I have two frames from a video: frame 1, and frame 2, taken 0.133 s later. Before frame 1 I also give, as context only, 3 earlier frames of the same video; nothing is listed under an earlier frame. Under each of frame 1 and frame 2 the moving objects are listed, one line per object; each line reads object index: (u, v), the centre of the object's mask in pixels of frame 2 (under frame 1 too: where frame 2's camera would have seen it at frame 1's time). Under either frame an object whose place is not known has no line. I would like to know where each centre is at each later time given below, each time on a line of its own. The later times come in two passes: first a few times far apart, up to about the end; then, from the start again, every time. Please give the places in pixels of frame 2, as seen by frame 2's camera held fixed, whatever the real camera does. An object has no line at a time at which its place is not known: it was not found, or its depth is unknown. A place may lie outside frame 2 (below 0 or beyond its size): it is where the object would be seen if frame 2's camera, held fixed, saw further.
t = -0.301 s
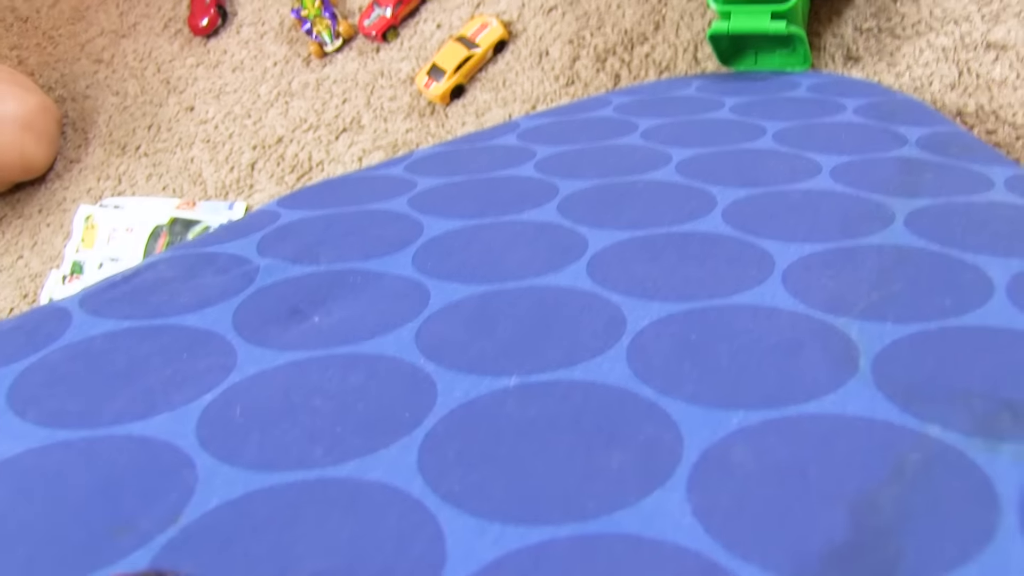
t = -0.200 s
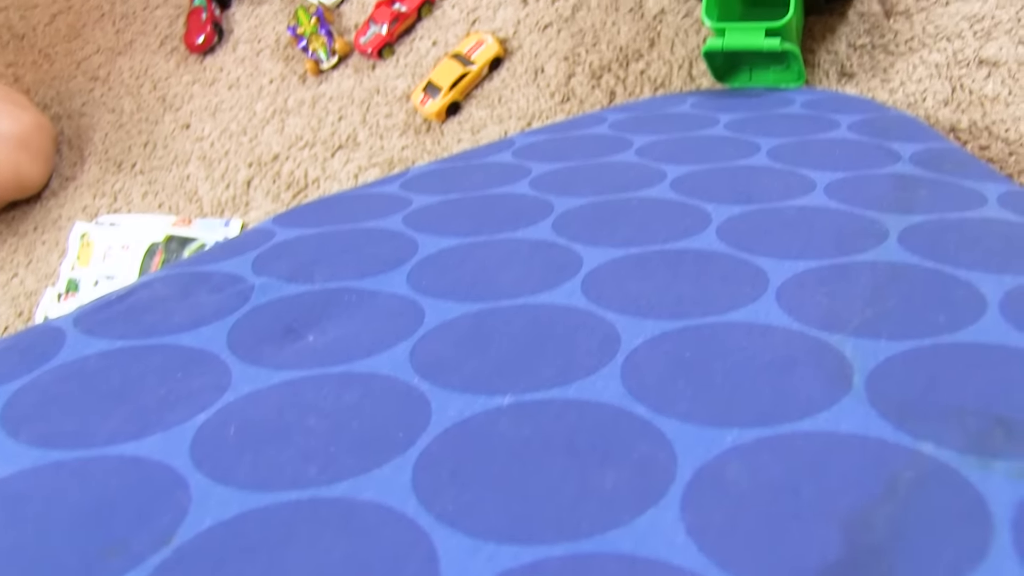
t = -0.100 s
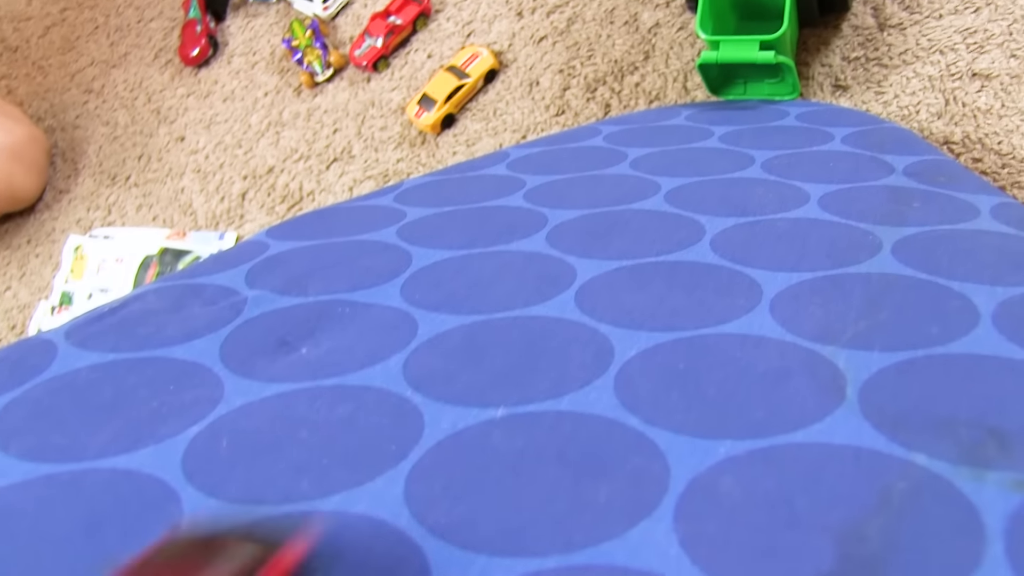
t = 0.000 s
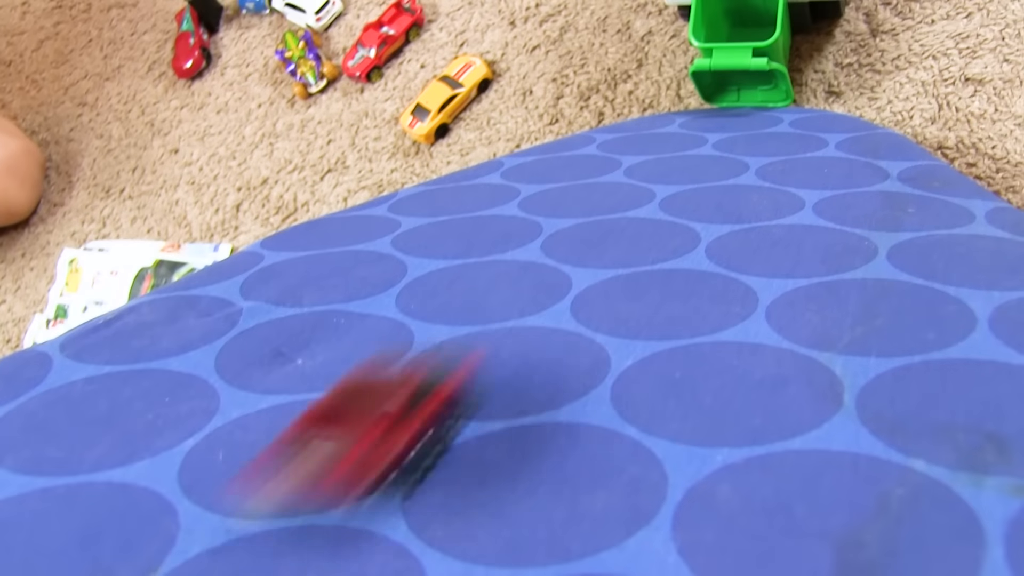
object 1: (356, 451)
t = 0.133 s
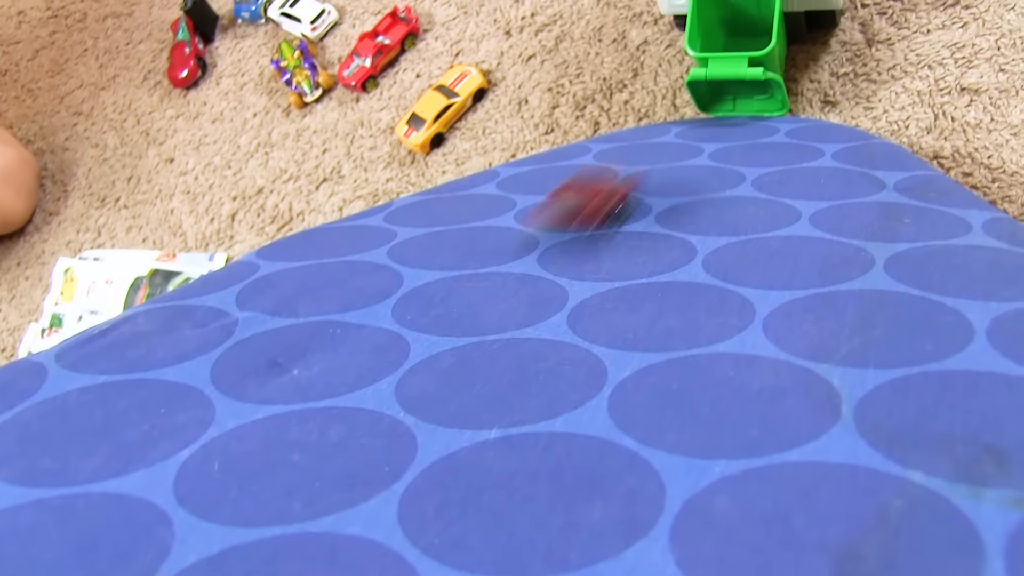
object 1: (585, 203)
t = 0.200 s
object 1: (656, 134)
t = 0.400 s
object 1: (604, 106)
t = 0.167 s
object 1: (625, 164)
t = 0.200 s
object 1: (656, 134)
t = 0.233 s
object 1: (675, 109)
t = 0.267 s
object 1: (653, 112)
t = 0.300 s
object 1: (630, 113)
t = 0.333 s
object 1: (612, 119)
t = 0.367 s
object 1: (606, 114)
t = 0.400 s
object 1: (604, 106)
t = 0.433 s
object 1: (603, 106)
